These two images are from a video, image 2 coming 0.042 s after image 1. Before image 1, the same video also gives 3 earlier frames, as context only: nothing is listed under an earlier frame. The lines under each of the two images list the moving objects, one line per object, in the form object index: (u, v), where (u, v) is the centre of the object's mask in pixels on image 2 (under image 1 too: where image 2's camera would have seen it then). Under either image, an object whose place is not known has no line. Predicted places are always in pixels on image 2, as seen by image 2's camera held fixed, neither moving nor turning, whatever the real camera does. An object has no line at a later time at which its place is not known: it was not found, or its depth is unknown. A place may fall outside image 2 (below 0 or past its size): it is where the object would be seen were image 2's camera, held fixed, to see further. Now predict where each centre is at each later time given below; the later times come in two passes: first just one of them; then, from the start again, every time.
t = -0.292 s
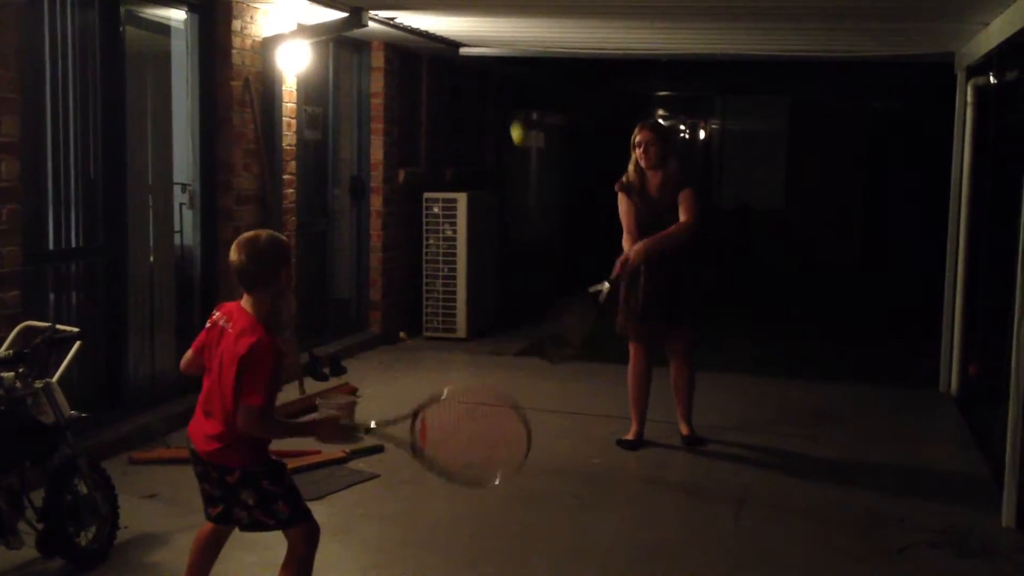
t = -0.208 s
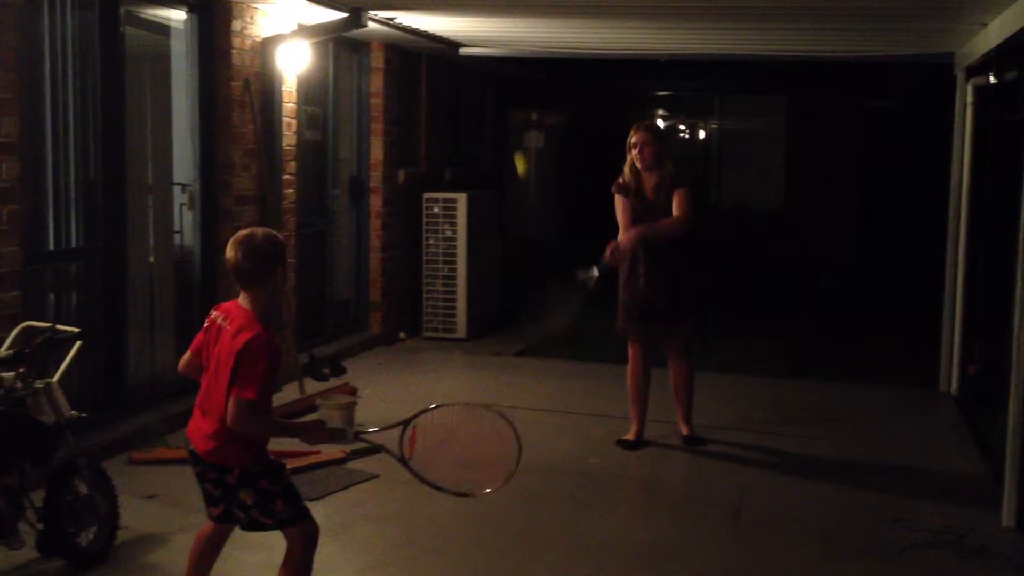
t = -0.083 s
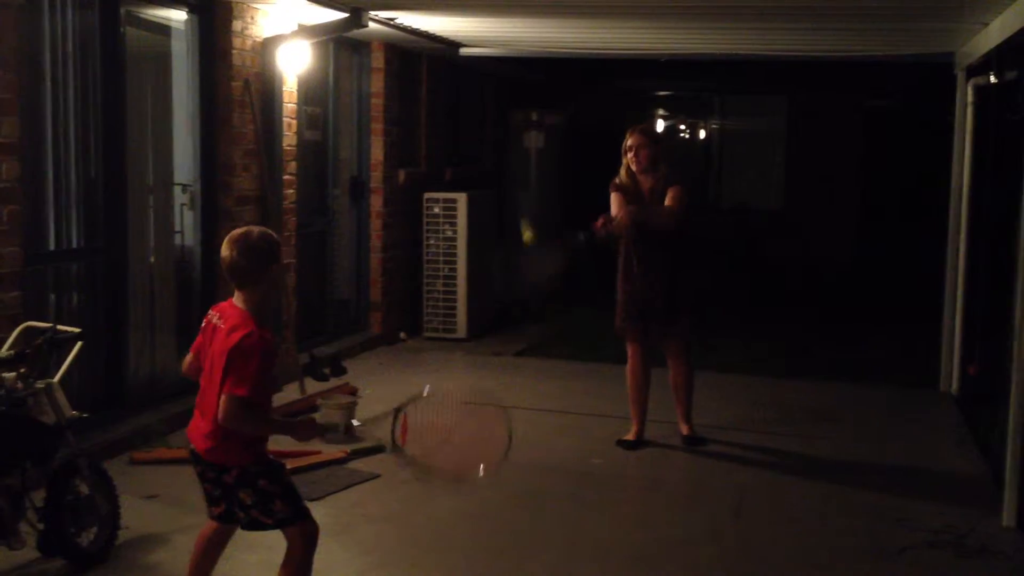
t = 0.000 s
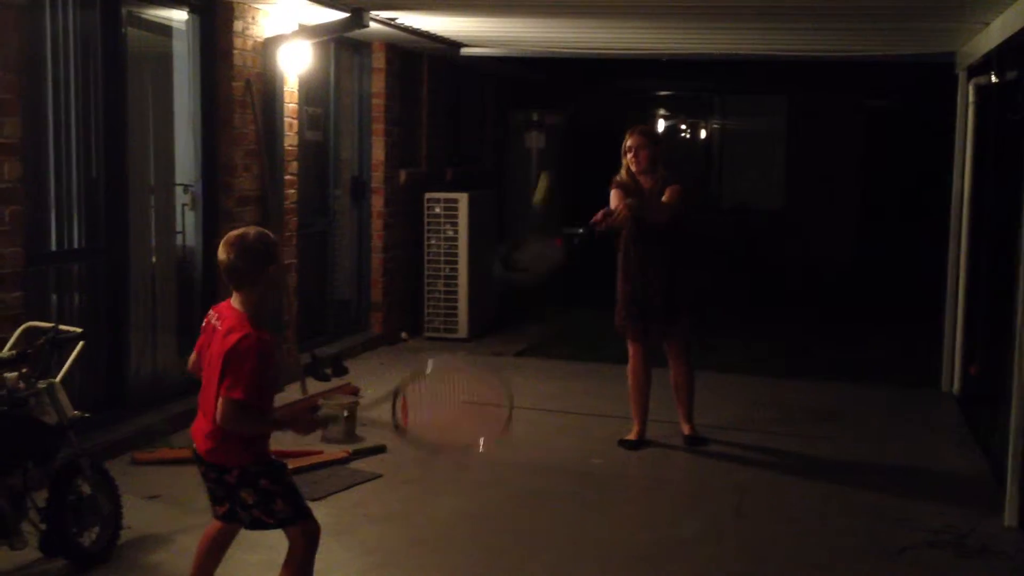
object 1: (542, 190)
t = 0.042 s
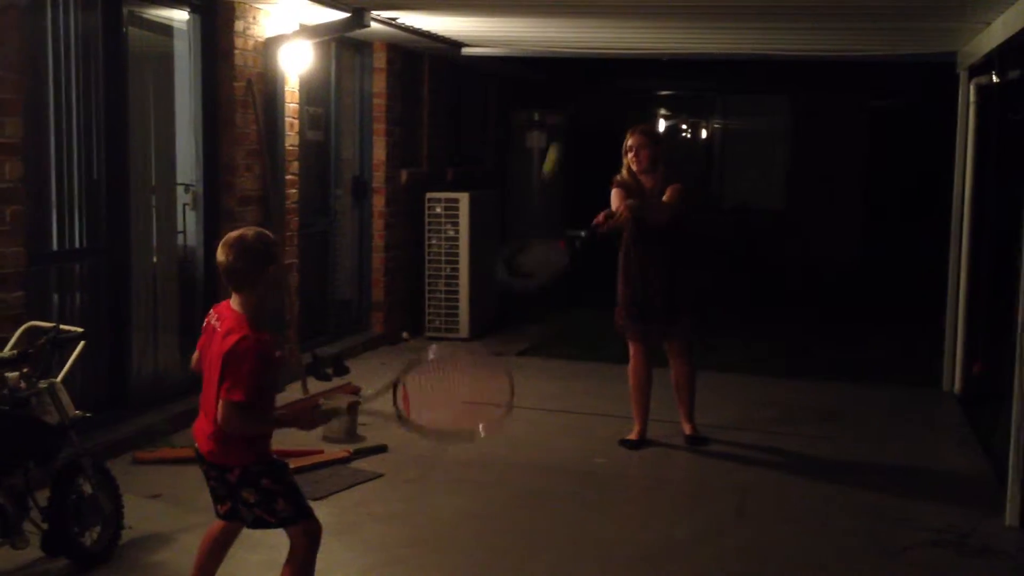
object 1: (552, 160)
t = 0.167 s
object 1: (581, 87)
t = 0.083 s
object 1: (561, 134)
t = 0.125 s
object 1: (570, 109)
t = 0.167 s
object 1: (581, 87)
